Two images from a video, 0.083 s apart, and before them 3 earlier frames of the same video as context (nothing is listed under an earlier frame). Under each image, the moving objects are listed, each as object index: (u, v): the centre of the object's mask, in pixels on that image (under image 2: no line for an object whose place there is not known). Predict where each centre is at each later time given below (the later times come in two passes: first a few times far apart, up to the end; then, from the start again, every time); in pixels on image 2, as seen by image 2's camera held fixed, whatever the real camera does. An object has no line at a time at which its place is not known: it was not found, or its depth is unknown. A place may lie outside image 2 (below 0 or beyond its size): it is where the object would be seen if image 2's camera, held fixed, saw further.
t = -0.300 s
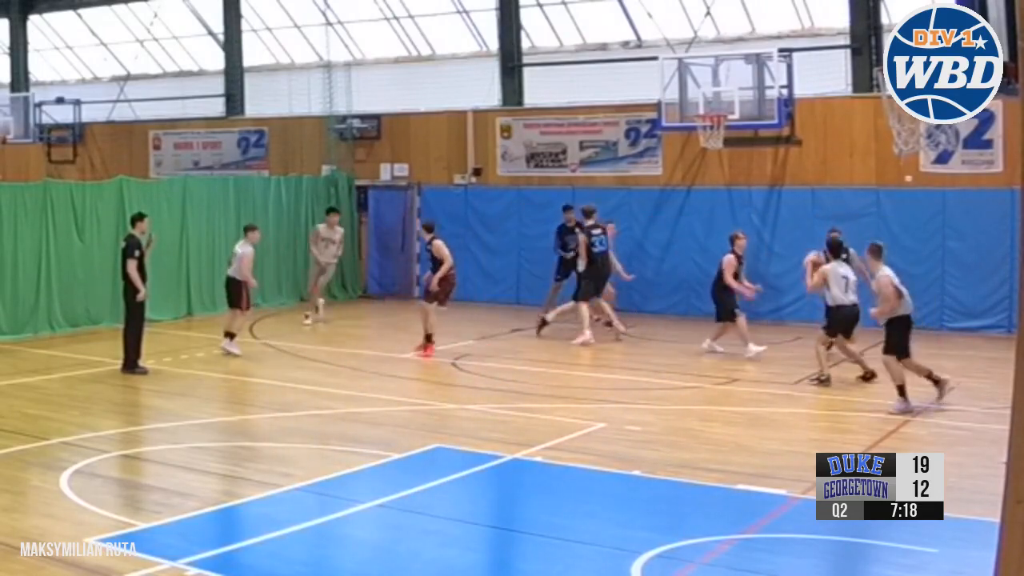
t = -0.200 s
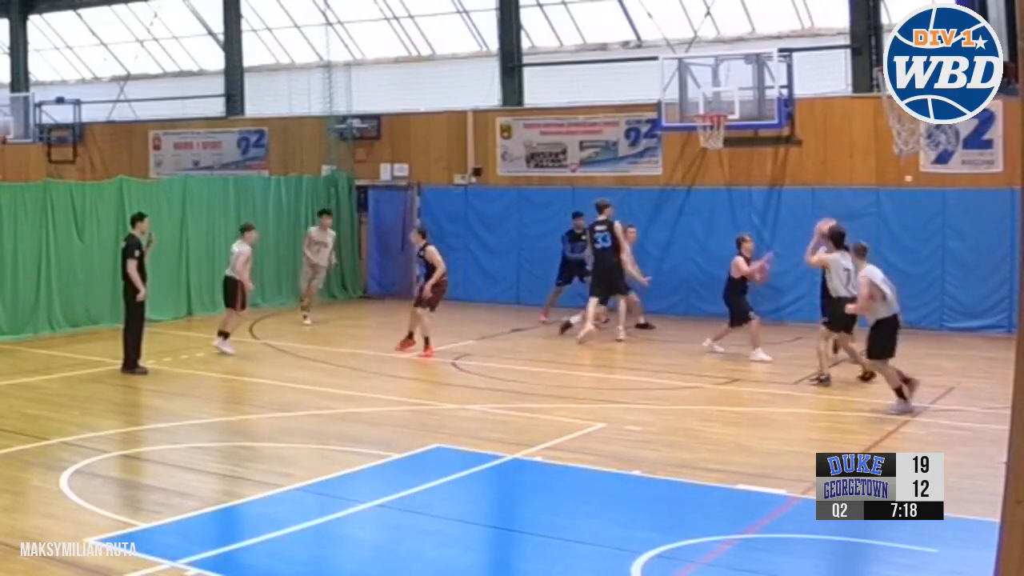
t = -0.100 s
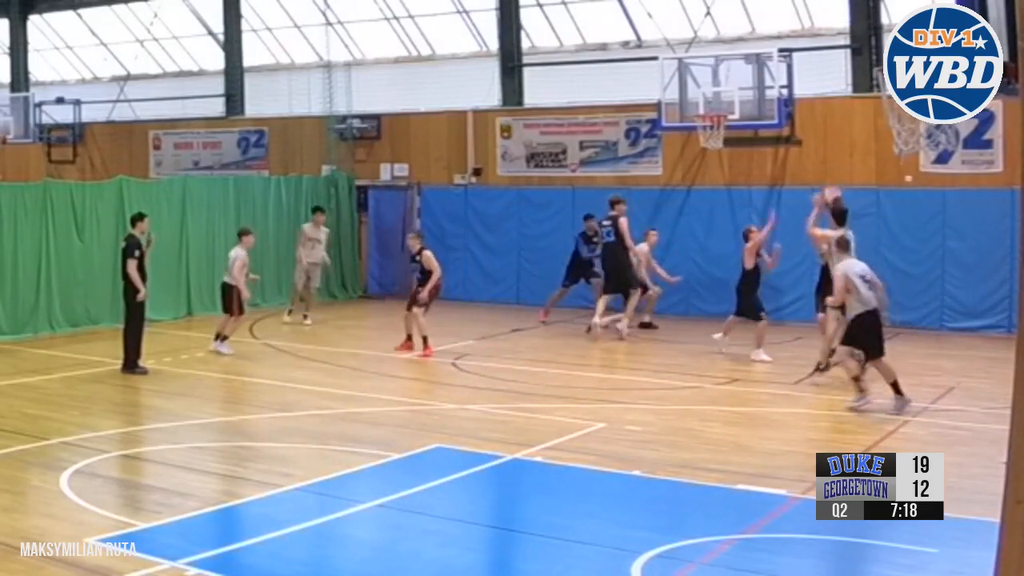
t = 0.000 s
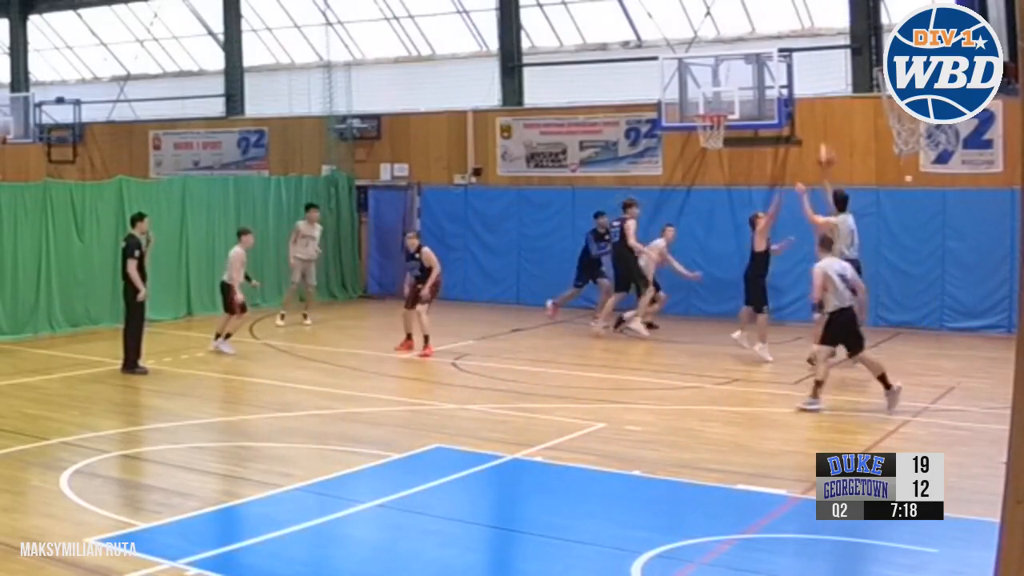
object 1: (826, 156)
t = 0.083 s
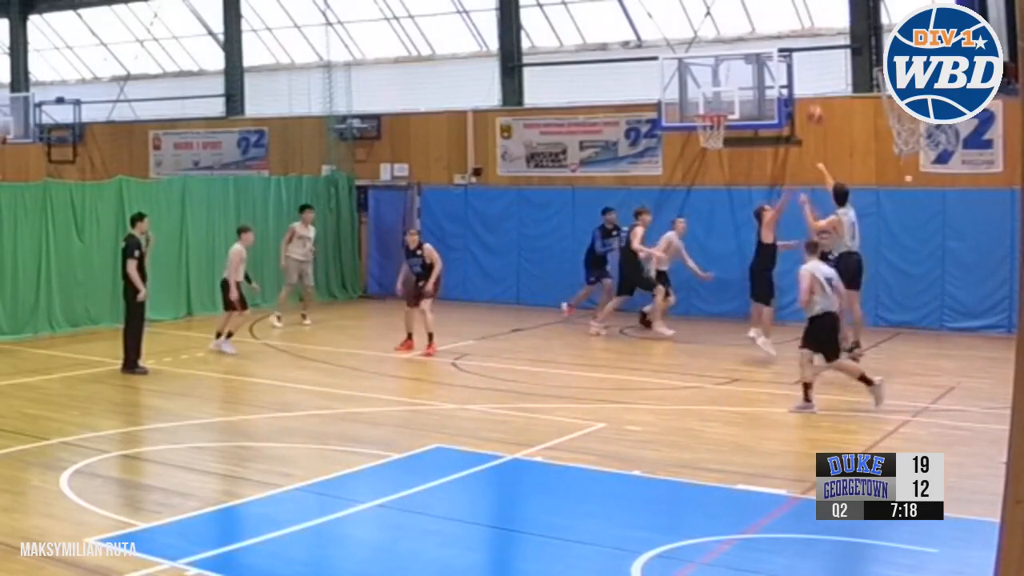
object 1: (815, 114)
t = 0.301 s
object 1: (783, 46)
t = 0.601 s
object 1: (747, 17)
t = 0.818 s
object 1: (727, 39)
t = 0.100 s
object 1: (812, 107)
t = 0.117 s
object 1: (810, 103)
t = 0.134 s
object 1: (806, 96)
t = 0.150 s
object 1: (803, 90)
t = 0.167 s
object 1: (801, 84)
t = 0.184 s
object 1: (800, 78)
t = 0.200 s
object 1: (796, 72)
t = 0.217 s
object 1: (793, 67)
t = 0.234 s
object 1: (791, 62)
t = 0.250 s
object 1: (789, 57)
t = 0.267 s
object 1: (786, 54)
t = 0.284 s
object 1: (785, 49)
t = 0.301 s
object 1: (783, 46)
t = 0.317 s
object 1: (779, 42)
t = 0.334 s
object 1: (778, 39)
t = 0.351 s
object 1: (776, 35)
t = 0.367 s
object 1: (774, 33)
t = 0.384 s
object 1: (772, 31)
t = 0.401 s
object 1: (771, 29)
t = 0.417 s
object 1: (768, 26)
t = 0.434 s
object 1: (766, 23)
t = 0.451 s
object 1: (763, 22)
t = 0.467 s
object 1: (762, 21)
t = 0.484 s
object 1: (759, 19)
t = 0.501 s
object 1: (758, 18)
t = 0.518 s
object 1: (756, 18)
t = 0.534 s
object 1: (754, 17)
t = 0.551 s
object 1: (753, 17)
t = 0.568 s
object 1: (751, 17)
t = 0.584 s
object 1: (749, 17)
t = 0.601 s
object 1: (747, 17)
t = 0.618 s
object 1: (746, 18)
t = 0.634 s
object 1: (744, 18)
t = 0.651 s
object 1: (743, 19)
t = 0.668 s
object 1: (741, 20)
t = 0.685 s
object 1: (739, 21)
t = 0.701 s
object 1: (737, 23)
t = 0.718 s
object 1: (736, 25)
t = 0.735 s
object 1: (734, 27)
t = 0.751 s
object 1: (733, 29)
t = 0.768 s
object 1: (731, 31)
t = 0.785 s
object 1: (730, 33)
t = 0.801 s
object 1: (728, 36)
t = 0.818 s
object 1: (727, 39)
